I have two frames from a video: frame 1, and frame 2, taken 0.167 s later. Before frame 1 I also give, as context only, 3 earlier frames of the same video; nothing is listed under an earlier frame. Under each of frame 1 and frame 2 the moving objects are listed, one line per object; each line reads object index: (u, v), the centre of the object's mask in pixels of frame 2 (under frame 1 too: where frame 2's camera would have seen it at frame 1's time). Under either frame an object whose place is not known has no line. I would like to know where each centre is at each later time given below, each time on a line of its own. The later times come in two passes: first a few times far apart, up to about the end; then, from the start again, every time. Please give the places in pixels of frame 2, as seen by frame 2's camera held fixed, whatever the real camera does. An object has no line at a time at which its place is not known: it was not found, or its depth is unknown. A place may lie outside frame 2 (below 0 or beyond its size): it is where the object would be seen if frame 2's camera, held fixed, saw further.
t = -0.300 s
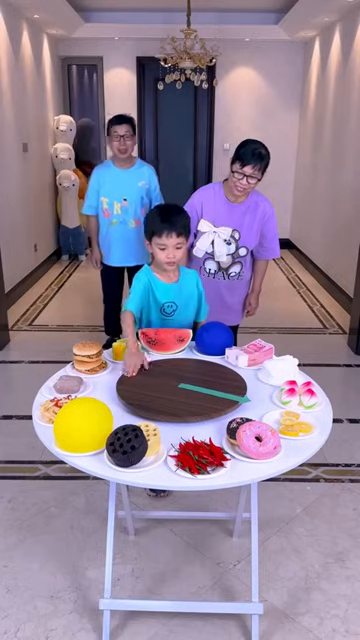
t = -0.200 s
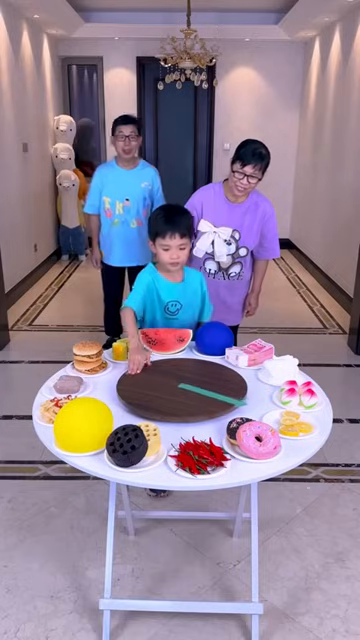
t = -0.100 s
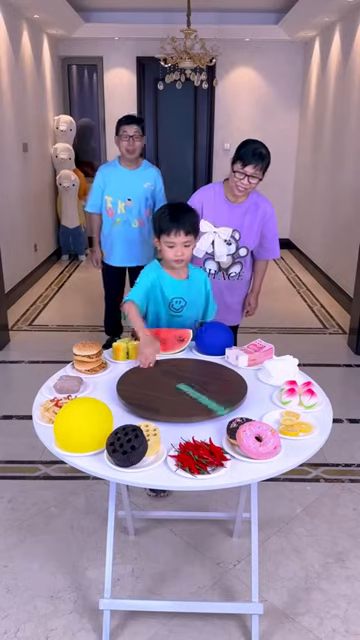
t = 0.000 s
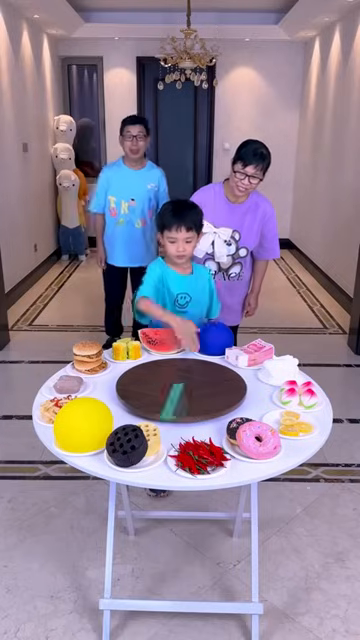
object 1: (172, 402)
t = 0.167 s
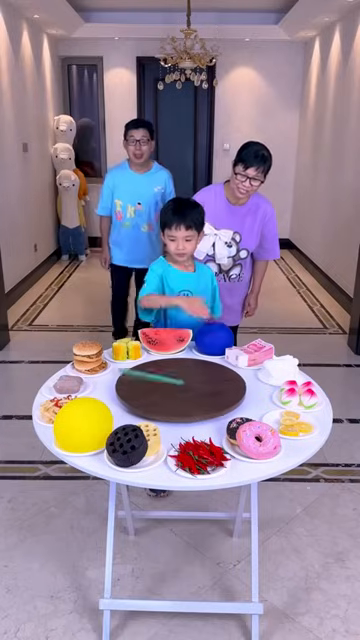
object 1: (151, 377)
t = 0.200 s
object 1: (157, 372)
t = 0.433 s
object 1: (218, 383)
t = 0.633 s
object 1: (170, 404)
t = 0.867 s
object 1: (155, 374)
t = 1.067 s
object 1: (200, 373)
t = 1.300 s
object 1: (211, 394)
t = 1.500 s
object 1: (166, 401)
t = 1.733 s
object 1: (147, 382)
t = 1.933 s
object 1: (165, 371)
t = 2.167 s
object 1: (193, 370)
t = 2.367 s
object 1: (208, 376)
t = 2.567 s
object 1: (215, 383)
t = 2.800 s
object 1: (215, 391)
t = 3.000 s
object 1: (210, 396)
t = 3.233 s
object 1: (203, 399)
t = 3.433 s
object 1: (200, 400)
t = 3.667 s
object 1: (200, 400)
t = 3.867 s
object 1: (200, 400)
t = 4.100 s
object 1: (200, 400)
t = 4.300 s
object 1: (200, 400)
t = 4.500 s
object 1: (200, 401)
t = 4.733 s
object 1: (200, 400)
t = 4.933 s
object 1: (200, 401)
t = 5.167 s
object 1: (200, 400)
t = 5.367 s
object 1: (201, 401)
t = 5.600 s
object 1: (201, 401)
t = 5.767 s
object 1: (200, 401)
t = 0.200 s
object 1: (157, 372)
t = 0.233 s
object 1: (167, 370)
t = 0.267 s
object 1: (180, 370)
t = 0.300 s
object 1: (189, 371)
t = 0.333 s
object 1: (198, 373)
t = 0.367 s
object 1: (208, 374)
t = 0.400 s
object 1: (215, 378)
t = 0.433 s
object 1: (218, 383)
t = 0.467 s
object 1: (216, 389)
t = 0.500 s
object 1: (212, 394)
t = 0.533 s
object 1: (206, 398)
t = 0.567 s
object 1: (197, 402)
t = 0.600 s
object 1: (181, 403)
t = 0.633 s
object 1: (170, 404)
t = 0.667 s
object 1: (158, 401)
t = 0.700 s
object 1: (153, 395)
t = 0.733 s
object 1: (148, 390)
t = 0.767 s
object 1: (146, 385)
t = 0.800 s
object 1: (146, 381)
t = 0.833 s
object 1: (149, 377)
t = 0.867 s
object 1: (155, 374)
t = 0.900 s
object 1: (161, 371)
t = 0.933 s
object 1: (171, 370)
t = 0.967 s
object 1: (179, 370)
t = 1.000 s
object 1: (186, 371)
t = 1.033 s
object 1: (194, 371)
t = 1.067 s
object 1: (200, 373)
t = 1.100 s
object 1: (206, 376)
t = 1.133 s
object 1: (212, 377)
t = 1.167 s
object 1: (216, 381)
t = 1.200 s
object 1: (218, 384)
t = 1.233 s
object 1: (218, 388)
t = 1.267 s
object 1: (213, 391)
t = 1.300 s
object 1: (211, 394)
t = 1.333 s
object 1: (206, 398)
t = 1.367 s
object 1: (200, 400)
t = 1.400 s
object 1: (193, 404)
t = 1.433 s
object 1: (184, 404)
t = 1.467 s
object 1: (175, 403)
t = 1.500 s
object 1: (166, 401)
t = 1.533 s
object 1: (158, 400)
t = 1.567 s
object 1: (153, 397)
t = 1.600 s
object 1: (150, 394)
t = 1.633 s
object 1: (147, 391)
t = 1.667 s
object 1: (146, 388)
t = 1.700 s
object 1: (145, 385)
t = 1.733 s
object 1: (147, 382)
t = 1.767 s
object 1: (147, 379)
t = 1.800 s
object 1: (150, 377)
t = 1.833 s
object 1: (153, 375)
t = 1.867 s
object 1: (156, 374)
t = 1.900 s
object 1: (160, 372)
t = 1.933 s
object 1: (165, 371)
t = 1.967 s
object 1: (168, 370)
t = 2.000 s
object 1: (173, 370)
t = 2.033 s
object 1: (178, 370)
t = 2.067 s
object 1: (182, 370)
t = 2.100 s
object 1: (185, 370)
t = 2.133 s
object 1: (189, 370)
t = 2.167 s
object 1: (193, 370)
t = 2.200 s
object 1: (194, 372)
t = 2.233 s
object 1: (199, 372)
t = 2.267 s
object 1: (202, 372)
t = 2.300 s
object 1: (203, 374)
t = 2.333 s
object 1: (207, 375)
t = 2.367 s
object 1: (208, 376)
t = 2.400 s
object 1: (210, 377)
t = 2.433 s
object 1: (211, 379)
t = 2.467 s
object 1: (213, 380)
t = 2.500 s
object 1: (214, 381)
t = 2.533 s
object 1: (214, 382)
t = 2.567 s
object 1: (215, 383)
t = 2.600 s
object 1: (215, 385)
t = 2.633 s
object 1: (214, 386)
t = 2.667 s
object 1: (215, 387)
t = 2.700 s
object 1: (216, 388)
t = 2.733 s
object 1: (216, 389)
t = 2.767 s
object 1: (216, 390)
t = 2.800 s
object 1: (215, 391)
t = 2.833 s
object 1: (214, 392)
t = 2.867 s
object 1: (214, 393)
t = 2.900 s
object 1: (213, 394)
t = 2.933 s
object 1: (212, 395)
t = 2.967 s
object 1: (210, 395)
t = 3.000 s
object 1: (210, 396)
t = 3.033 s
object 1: (209, 397)
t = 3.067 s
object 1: (208, 397)
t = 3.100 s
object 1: (207, 398)
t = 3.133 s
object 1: (206, 398)
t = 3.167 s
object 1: (204, 399)
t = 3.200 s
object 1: (204, 399)
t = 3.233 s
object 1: (203, 399)
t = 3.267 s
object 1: (202, 400)
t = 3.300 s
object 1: (202, 400)
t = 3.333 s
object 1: (201, 400)
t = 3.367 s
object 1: (200, 400)
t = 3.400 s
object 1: (200, 400)
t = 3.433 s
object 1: (200, 400)
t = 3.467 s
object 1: (200, 400)
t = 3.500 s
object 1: (200, 400)
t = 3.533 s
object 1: (200, 400)
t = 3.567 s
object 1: (200, 400)
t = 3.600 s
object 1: (200, 400)
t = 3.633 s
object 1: (200, 400)
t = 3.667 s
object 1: (200, 400)
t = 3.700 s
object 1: (200, 401)
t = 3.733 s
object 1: (200, 400)
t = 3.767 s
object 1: (200, 401)
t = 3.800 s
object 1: (200, 400)
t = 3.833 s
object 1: (200, 400)
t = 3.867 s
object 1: (200, 400)
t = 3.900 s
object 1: (200, 400)
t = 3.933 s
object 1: (200, 400)
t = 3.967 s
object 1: (200, 400)
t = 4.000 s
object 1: (200, 400)
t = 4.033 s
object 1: (200, 400)
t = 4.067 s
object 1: (200, 401)
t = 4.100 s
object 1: (200, 400)
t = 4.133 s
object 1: (200, 400)
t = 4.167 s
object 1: (200, 400)
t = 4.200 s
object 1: (200, 401)
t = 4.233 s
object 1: (200, 400)
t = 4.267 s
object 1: (200, 400)
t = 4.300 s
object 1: (200, 400)
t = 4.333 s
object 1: (200, 401)
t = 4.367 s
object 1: (200, 401)
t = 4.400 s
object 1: (201, 401)
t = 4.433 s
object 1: (200, 401)
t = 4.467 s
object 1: (200, 400)
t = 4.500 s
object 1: (200, 401)
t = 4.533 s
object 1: (200, 400)
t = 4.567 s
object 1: (200, 401)
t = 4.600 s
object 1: (200, 401)
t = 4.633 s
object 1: (200, 401)
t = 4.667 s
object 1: (200, 400)
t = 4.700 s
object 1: (200, 400)
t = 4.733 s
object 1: (200, 400)
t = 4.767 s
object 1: (200, 400)
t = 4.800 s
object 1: (201, 401)
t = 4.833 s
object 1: (200, 401)
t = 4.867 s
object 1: (201, 401)
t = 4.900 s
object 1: (200, 401)
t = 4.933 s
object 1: (200, 401)
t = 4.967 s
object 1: (200, 401)
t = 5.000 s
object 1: (200, 401)
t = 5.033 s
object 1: (200, 401)
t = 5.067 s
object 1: (200, 401)
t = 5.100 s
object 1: (200, 400)
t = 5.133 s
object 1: (200, 400)
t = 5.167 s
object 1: (200, 400)
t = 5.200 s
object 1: (200, 401)
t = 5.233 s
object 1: (200, 401)
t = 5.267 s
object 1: (201, 401)
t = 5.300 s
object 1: (201, 401)
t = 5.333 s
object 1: (200, 401)
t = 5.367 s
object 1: (201, 401)
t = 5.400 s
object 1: (201, 401)
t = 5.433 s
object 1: (201, 401)
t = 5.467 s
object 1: (201, 401)
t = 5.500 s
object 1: (201, 401)
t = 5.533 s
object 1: (201, 401)
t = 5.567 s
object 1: (201, 401)
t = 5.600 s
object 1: (201, 401)
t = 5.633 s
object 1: (201, 401)
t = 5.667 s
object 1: (201, 401)
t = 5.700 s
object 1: (201, 401)
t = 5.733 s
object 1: (200, 401)
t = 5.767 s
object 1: (200, 401)
